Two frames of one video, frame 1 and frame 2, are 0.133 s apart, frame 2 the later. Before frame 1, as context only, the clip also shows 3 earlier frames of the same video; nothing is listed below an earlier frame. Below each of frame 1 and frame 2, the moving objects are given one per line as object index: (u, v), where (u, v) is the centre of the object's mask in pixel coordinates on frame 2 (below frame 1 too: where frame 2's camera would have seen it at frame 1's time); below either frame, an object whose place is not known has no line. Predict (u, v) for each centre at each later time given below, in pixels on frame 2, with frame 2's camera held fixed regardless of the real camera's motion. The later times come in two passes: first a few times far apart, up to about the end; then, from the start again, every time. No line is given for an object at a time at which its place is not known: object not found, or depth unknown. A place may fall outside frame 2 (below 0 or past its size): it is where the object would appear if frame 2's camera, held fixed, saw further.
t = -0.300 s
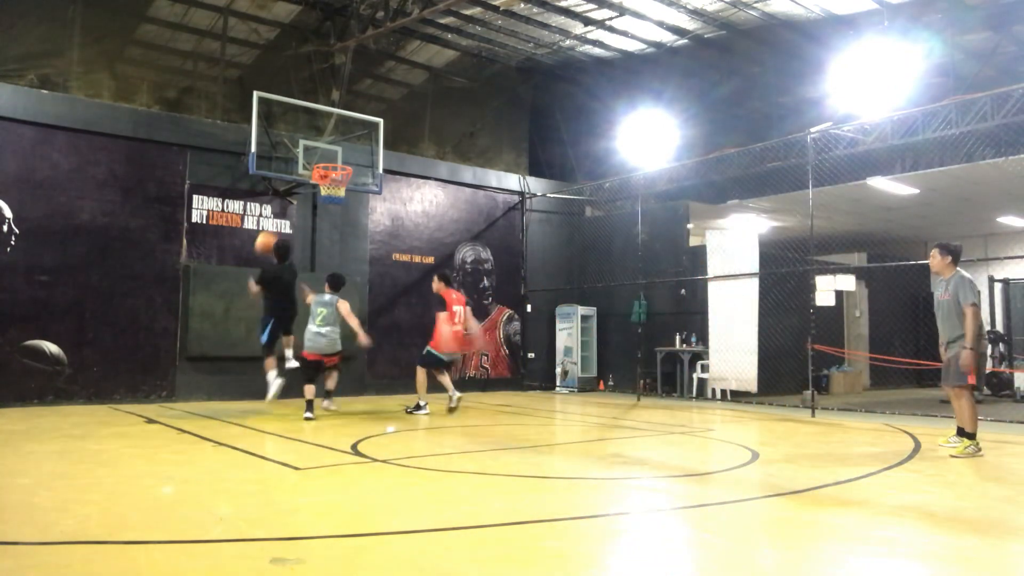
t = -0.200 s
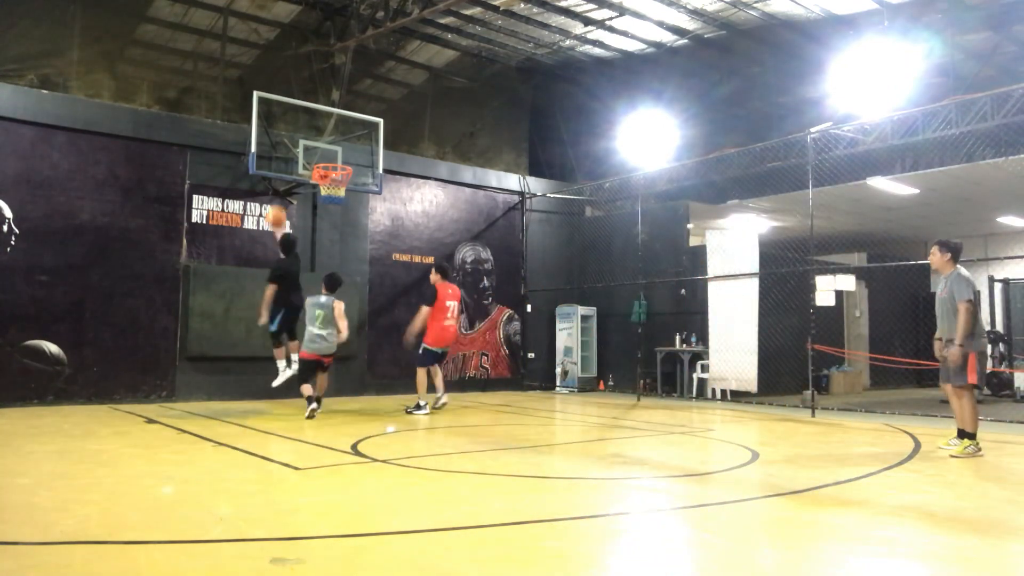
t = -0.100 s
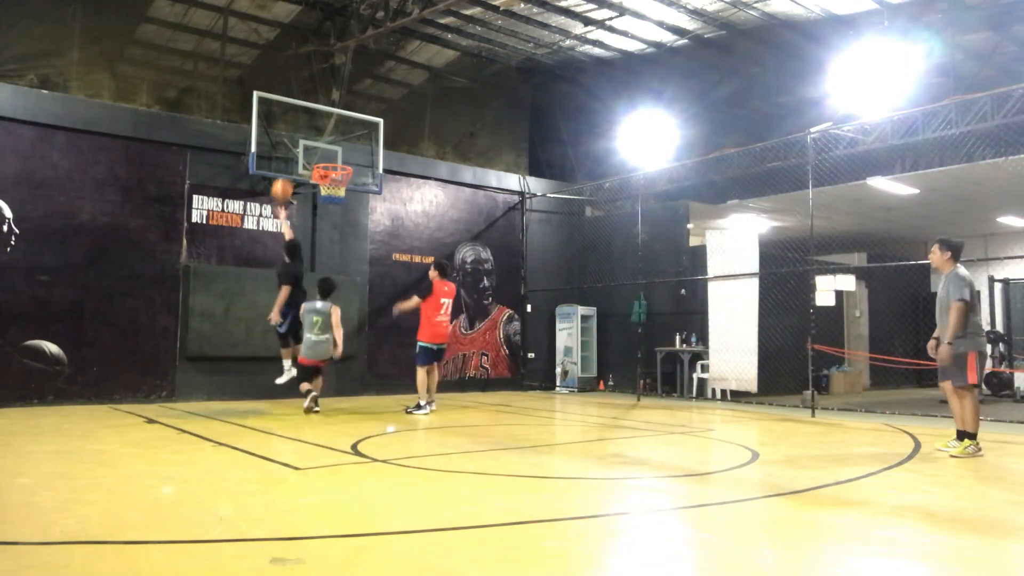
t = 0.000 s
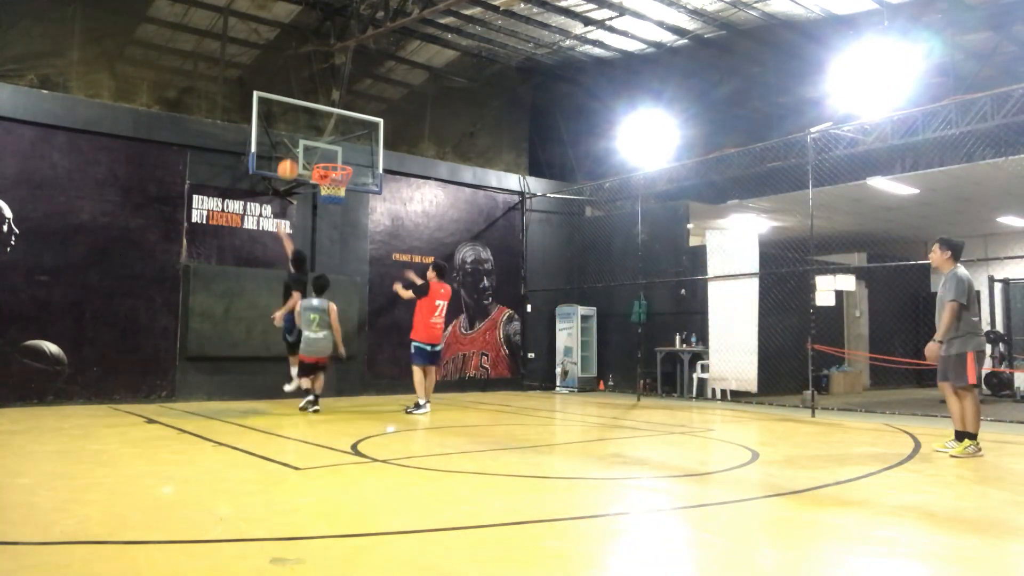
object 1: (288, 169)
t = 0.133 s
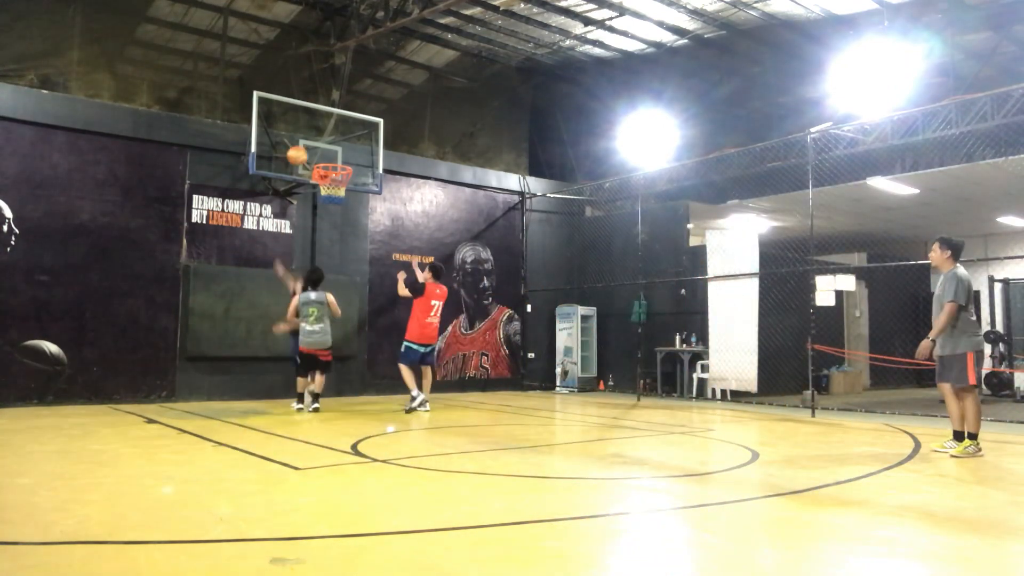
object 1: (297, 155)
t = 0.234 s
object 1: (308, 154)
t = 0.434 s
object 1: (322, 157)
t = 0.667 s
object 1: (334, 179)
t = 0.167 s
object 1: (301, 154)
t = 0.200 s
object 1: (304, 153)
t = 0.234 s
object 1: (308, 154)
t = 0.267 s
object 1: (311, 154)
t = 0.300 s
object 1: (315, 155)
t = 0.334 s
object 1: (317, 155)
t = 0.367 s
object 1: (319, 155)
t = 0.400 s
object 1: (320, 156)
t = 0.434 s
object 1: (322, 157)
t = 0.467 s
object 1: (324, 157)
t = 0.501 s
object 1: (325, 159)
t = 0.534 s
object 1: (327, 160)
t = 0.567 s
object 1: (329, 167)
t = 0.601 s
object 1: (331, 172)
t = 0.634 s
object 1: (333, 177)
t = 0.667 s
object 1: (334, 179)
